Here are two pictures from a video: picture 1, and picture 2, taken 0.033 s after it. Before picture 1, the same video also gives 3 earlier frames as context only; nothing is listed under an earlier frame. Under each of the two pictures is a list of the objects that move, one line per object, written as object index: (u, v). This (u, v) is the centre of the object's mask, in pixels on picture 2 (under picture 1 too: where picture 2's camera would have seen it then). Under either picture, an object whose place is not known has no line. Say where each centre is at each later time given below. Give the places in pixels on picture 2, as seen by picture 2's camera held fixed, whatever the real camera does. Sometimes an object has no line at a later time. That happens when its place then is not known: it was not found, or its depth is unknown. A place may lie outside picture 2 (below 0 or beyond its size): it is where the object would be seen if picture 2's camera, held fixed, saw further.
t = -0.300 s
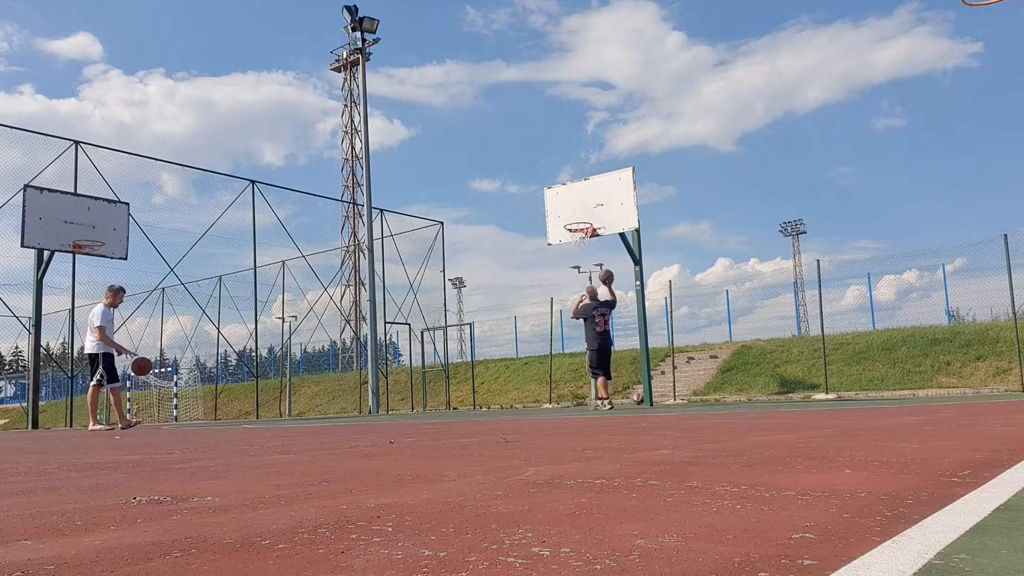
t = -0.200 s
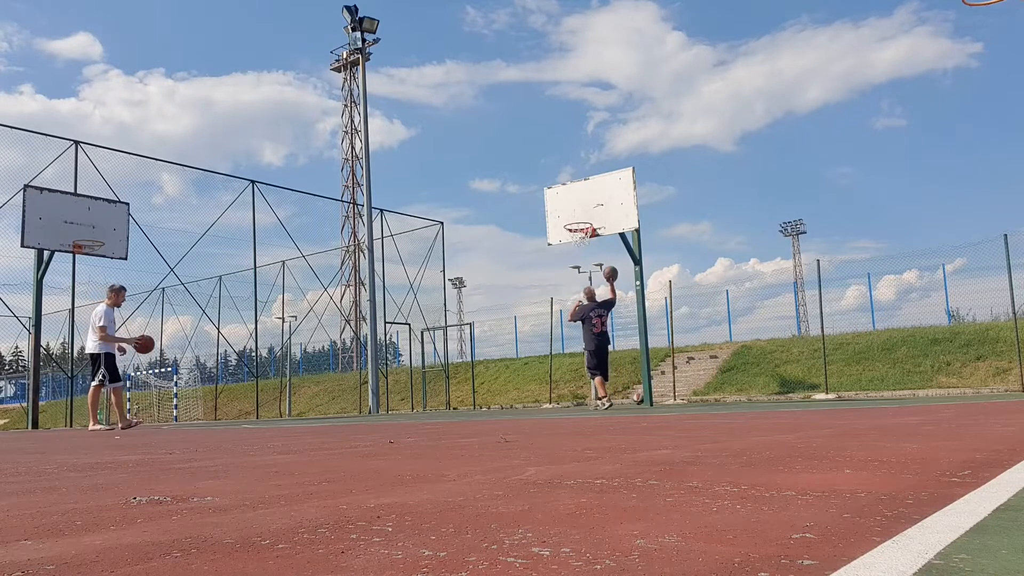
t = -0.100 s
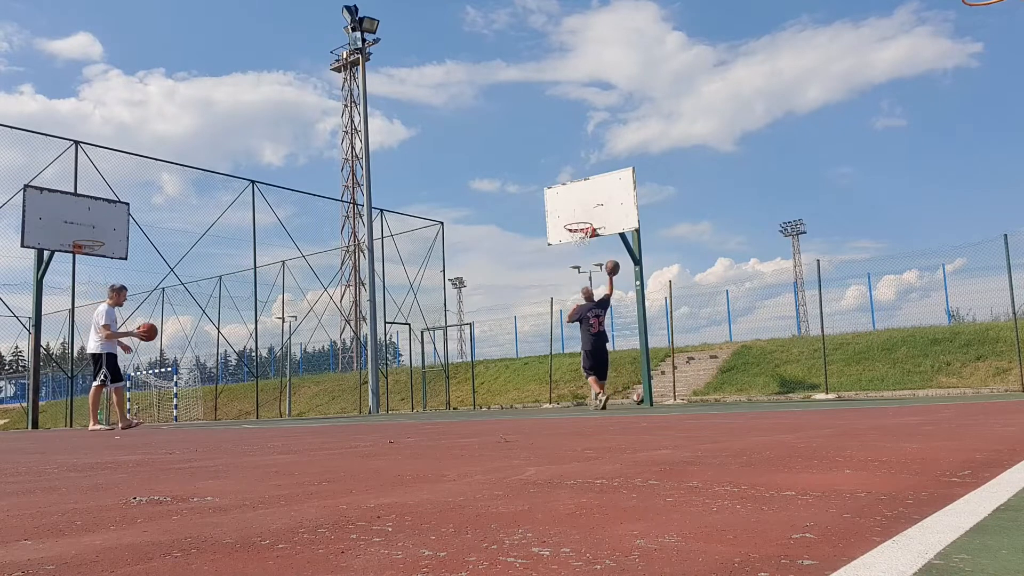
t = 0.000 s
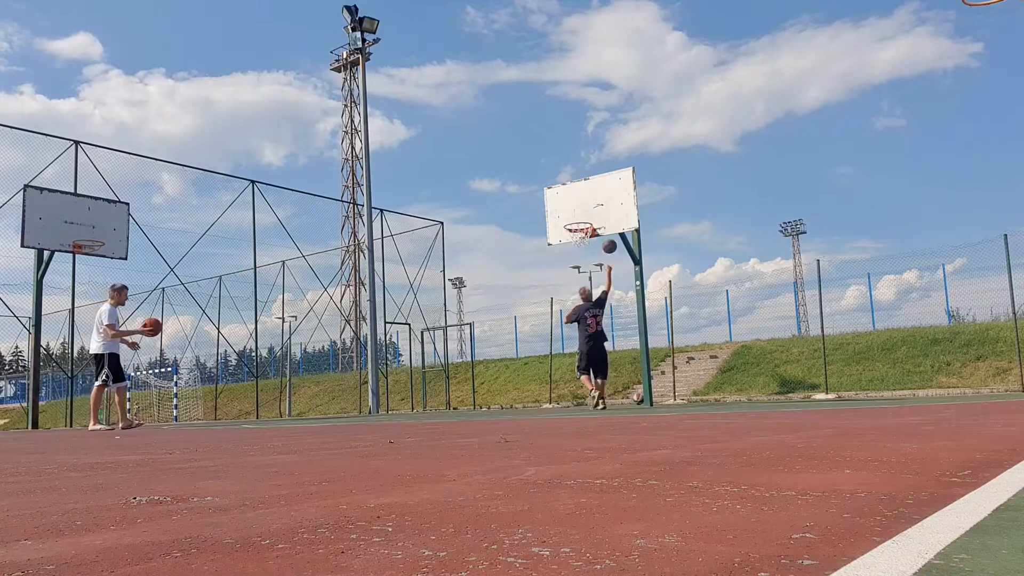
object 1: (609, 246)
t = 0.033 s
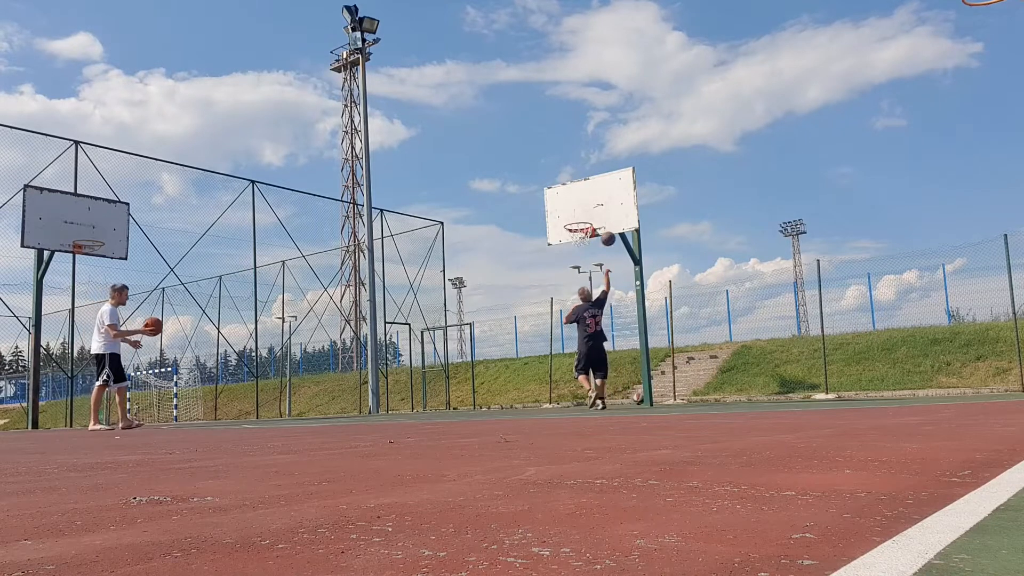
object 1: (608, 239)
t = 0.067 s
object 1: (607, 232)
